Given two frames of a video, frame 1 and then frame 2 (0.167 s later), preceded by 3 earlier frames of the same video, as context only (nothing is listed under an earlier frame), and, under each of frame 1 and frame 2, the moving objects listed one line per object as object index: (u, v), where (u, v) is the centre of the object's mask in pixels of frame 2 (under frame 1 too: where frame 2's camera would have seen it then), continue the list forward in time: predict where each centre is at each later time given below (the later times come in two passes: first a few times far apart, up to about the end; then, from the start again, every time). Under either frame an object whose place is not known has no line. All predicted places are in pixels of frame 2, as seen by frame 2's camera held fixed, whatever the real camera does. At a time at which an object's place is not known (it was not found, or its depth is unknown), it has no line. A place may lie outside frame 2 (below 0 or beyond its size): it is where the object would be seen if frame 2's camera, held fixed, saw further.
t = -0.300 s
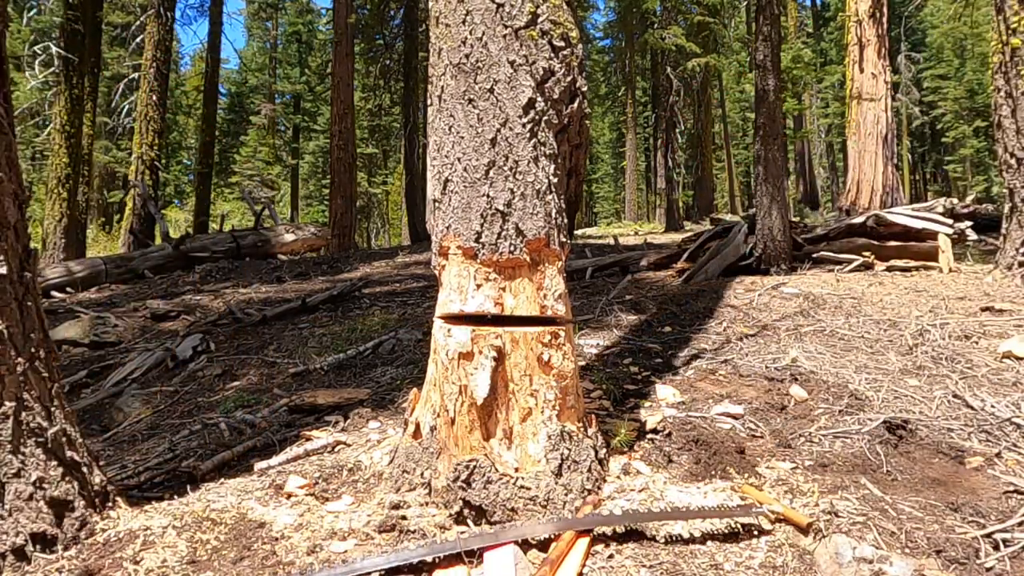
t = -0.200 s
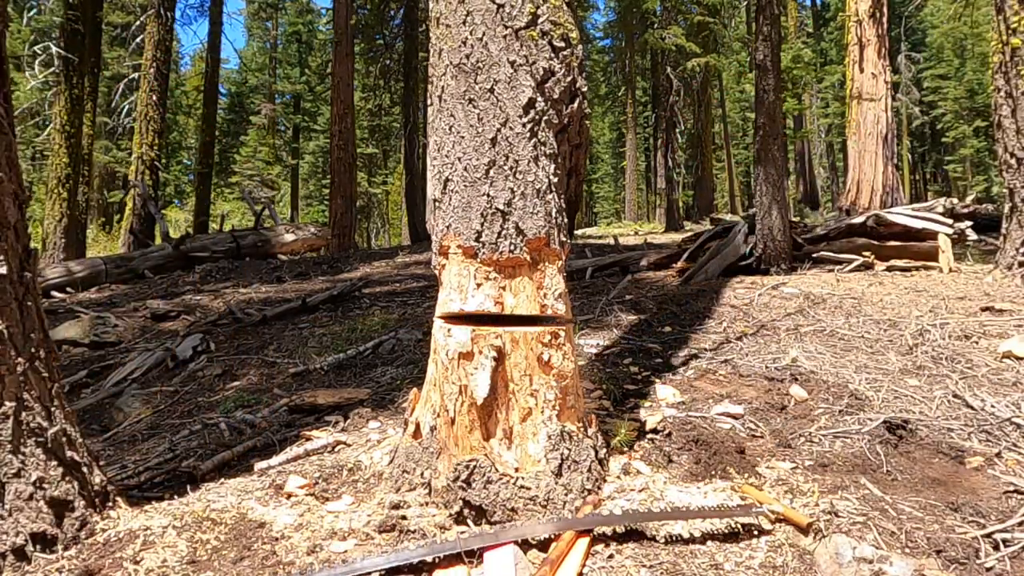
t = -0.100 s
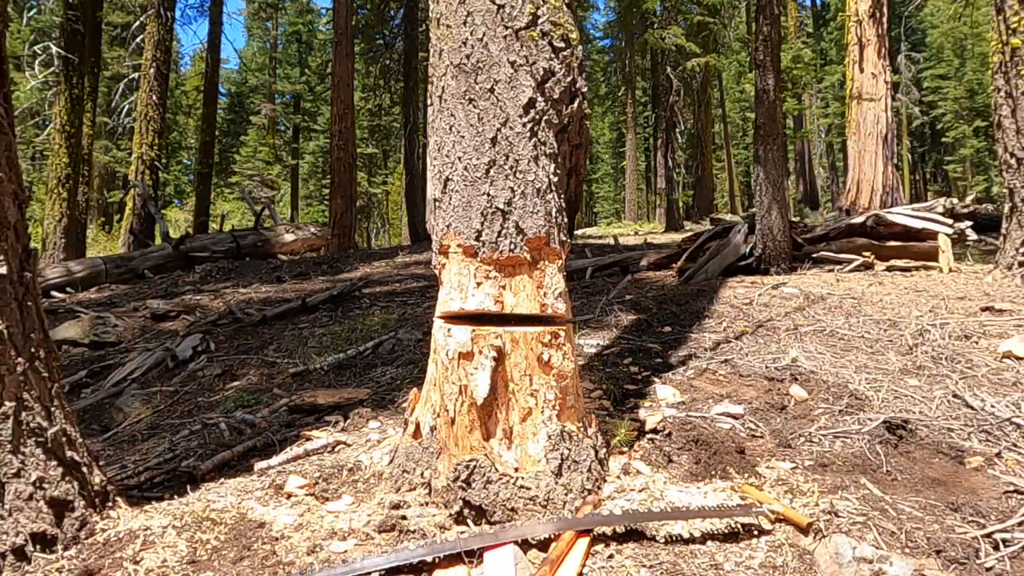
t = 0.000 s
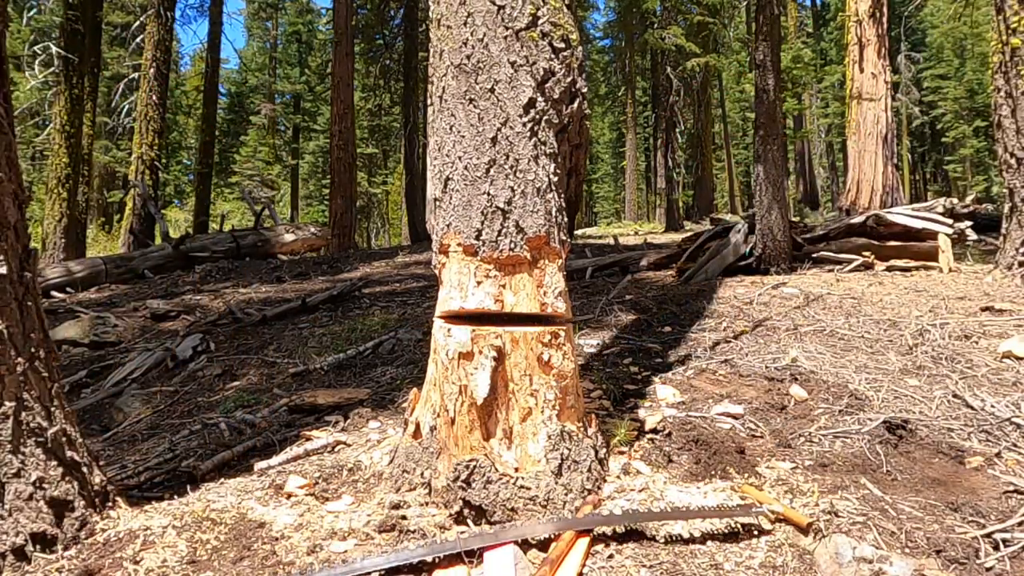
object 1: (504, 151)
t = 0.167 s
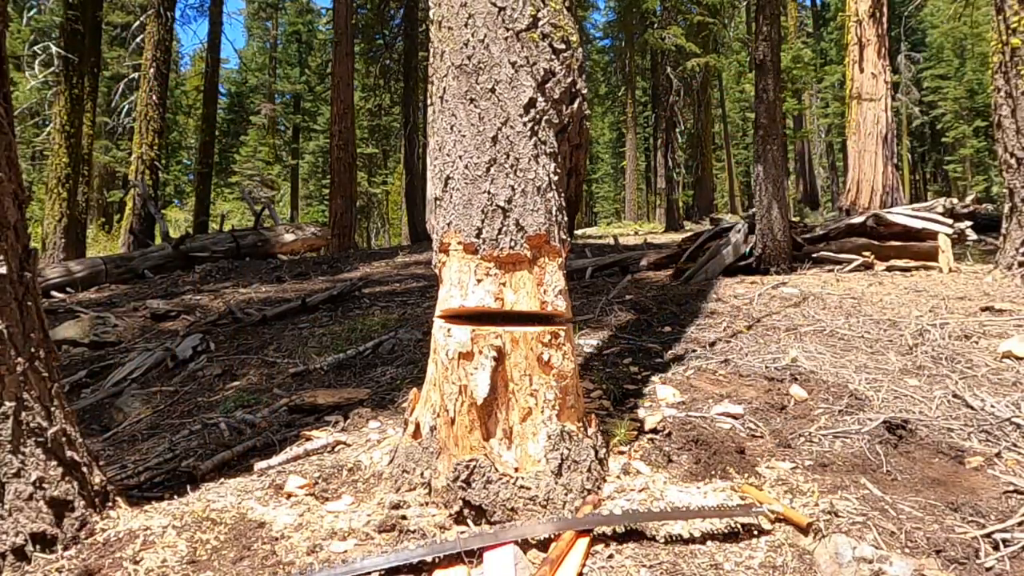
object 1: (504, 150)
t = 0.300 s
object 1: (504, 149)
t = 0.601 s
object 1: (504, 148)
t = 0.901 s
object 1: (504, 145)
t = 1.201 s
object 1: (509, 145)
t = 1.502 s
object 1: (510, 159)
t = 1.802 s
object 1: (511, 162)
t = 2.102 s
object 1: (512, 168)
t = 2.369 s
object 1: (515, 178)
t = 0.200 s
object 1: (504, 150)
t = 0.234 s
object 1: (504, 150)
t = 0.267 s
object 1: (504, 150)
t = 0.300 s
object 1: (504, 149)
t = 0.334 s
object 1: (504, 149)
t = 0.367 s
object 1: (504, 149)
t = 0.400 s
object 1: (504, 149)
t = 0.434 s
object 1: (504, 149)
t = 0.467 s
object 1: (504, 148)
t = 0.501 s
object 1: (504, 149)
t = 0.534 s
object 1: (504, 149)
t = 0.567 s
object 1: (504, 148)
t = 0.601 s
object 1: (504, 148)
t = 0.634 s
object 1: (504, 148)
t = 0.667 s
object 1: (504, 148)
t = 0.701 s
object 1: (504, 149)
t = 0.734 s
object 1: (504, 148)
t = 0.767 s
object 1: (504, 148)
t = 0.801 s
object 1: (504, 147)
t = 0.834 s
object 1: (504, 146)
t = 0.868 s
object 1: (504, 145)
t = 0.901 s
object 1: (504, 145)
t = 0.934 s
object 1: (504, 145)
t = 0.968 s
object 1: (504, 145)
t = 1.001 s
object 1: (508, 146)
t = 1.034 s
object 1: (508, 146)
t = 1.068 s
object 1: (508, 146)
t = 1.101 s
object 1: (508, 146)
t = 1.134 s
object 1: (509, 146)
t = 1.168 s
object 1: (509, 145)
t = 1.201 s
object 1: (509, 145)
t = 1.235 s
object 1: (509, 145)
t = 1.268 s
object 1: (509, 145)
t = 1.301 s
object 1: (510, 145)
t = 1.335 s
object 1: (510, 145)
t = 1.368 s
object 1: (510, 145)
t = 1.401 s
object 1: (510, 145)
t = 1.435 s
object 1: (510, 144)
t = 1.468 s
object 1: (511, 144)
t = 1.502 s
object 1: (510, 159)
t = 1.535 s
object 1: (510, 160)
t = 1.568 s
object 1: (510, 160)
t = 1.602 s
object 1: (510, 160)
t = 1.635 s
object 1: (510, 161)
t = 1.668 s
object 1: (510, 161)
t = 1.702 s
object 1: (510, 161)
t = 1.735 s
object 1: (511, 162)
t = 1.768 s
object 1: (511, 162)
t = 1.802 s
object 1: (511, 162)
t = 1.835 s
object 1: (511, 163)
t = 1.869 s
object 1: (511, 163)
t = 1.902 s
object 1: (511, 164)
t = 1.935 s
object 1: (511, 165)
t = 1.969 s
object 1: (511, 166)
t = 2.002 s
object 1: (511, 166)
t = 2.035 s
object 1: (512, 167)
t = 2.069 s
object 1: (512, 168)
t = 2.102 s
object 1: (512, 168)
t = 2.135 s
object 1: (512, 169)
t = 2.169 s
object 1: (513, 170)
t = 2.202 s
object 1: (513, 172)
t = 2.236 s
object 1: (513, 173)
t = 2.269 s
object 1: (514, 174)
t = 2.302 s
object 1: (514, 176)
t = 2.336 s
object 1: (515, 178)
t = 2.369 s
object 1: (515, 178)
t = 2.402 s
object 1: (516, 179)
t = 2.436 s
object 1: (516, 180)
